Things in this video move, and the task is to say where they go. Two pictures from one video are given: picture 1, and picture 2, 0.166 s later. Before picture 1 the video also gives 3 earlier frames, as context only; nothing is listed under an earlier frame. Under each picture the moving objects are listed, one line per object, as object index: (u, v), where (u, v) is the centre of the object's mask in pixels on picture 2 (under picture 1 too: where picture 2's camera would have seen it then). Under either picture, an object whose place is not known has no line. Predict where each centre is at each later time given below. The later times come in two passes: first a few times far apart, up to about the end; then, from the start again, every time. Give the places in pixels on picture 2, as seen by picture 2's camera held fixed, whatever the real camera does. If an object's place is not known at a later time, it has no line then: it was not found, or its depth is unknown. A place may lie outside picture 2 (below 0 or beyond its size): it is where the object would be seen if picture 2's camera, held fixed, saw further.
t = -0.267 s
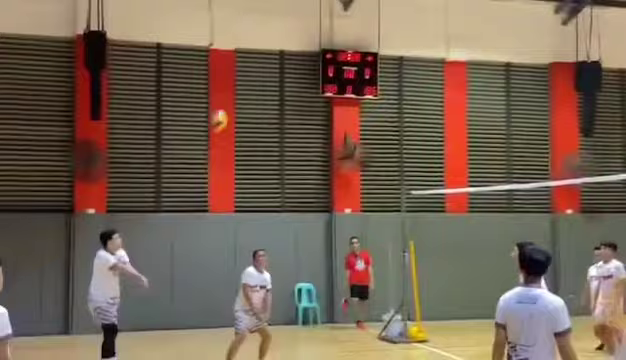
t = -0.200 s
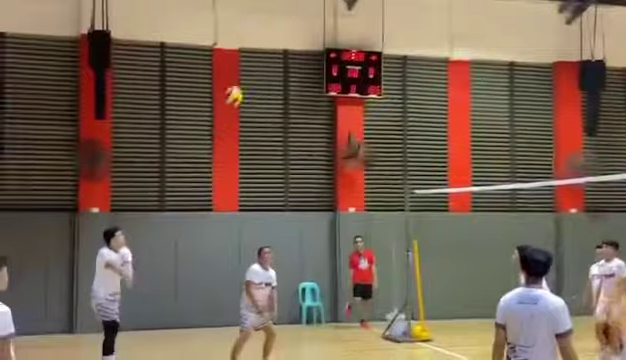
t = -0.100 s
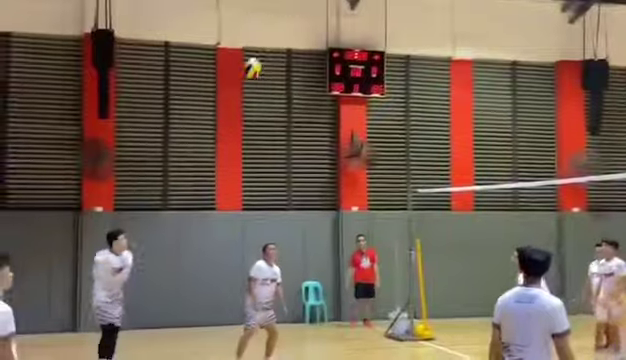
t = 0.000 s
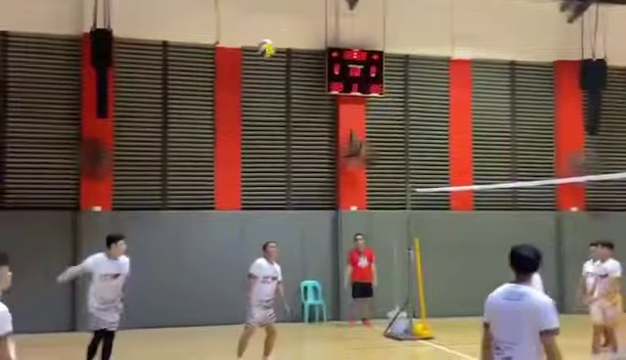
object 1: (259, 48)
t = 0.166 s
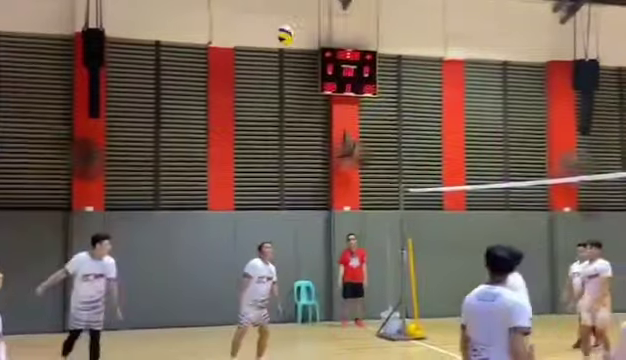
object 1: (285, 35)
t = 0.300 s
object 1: (307, 39)
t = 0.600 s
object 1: (353, 99)
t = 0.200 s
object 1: (290, 35)
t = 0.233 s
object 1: (295, 36)
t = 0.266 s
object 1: (301, 39)
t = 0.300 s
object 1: (307, 39)
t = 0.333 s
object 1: (312, 42)
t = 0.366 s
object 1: (317, 47)
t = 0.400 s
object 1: (322, 52)
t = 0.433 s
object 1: (328, 59)
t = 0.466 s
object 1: (332, 65)
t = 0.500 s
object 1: (337, 73)
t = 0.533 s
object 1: (343, 81)
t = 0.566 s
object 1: (348, 90)
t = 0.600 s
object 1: (353, 99)
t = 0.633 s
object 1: (358, 112)
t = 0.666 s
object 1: (363, 126)
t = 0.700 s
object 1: (368, 138)
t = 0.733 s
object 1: (373, 151)
